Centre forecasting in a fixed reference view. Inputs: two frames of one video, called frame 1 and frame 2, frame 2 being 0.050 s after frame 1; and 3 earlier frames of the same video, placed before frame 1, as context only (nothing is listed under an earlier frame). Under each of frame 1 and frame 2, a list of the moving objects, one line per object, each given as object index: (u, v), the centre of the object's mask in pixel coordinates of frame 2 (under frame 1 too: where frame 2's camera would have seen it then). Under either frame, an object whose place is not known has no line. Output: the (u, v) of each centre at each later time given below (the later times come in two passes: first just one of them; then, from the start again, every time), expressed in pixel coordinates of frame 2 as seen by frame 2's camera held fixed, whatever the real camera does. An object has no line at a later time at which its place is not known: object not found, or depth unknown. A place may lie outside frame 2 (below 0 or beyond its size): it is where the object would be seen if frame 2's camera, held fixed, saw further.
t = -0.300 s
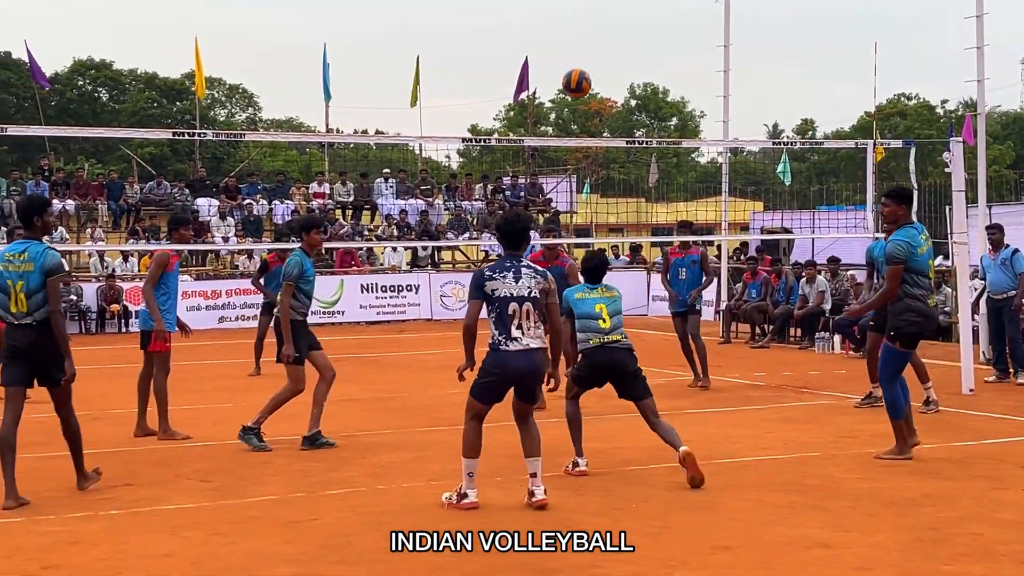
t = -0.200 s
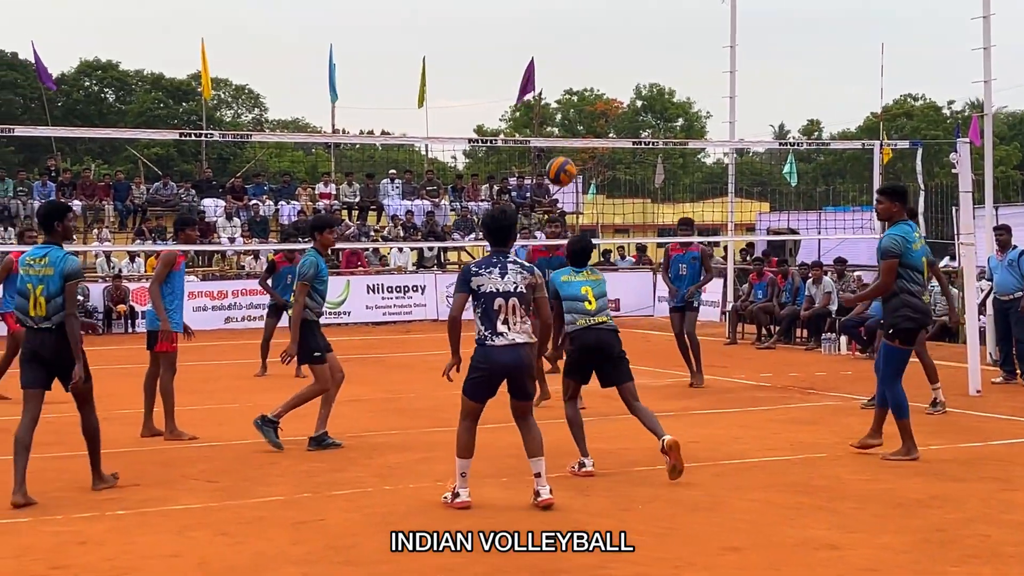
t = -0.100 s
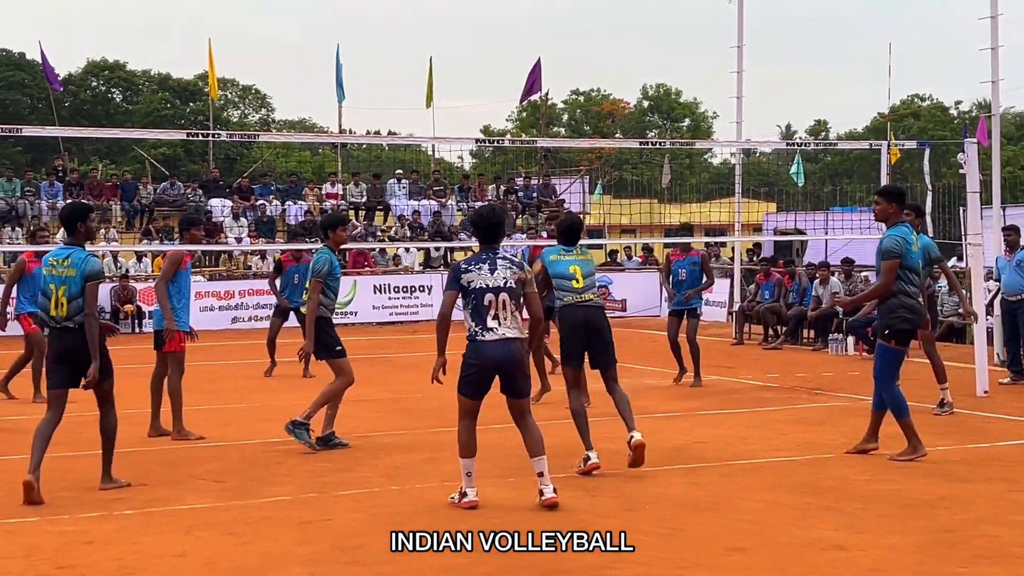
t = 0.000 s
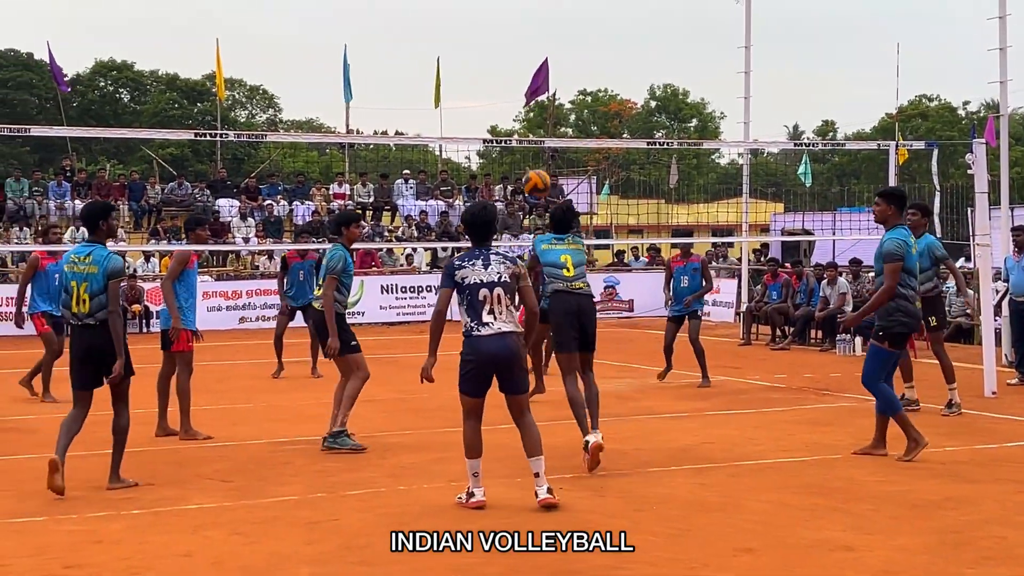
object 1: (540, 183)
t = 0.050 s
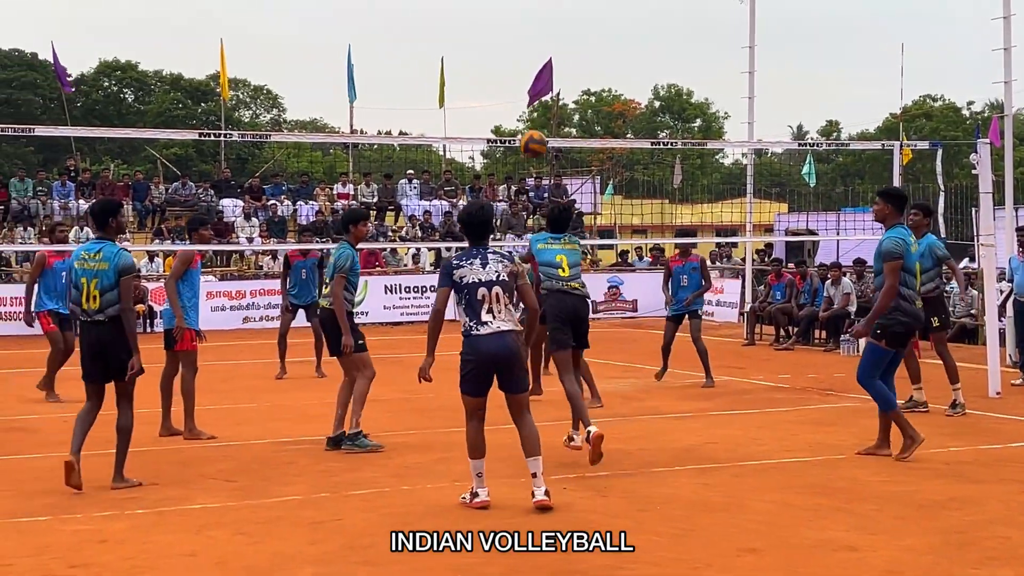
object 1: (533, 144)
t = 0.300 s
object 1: (502, 24)
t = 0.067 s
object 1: (531, 132)
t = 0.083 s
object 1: (528, 121)
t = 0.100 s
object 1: (526, 110)
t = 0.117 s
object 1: (524, 100)
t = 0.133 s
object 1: (522, 90)
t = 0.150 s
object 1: (520, 82)
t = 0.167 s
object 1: (518, 73)
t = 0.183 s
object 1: (516, 65)
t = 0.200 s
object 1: (514, 58)
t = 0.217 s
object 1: (512, 51)
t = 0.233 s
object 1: (510, 45)
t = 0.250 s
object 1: (508, 39)
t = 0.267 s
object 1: (506, 33)
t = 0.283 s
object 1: (504, 28)
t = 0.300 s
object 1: (502, 24)
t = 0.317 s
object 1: (501, 19)
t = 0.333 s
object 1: (499, 16)
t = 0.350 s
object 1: (497, 12)
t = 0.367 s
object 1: (496, 10)
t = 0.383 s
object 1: (495, 9)
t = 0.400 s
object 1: (493, 7)
